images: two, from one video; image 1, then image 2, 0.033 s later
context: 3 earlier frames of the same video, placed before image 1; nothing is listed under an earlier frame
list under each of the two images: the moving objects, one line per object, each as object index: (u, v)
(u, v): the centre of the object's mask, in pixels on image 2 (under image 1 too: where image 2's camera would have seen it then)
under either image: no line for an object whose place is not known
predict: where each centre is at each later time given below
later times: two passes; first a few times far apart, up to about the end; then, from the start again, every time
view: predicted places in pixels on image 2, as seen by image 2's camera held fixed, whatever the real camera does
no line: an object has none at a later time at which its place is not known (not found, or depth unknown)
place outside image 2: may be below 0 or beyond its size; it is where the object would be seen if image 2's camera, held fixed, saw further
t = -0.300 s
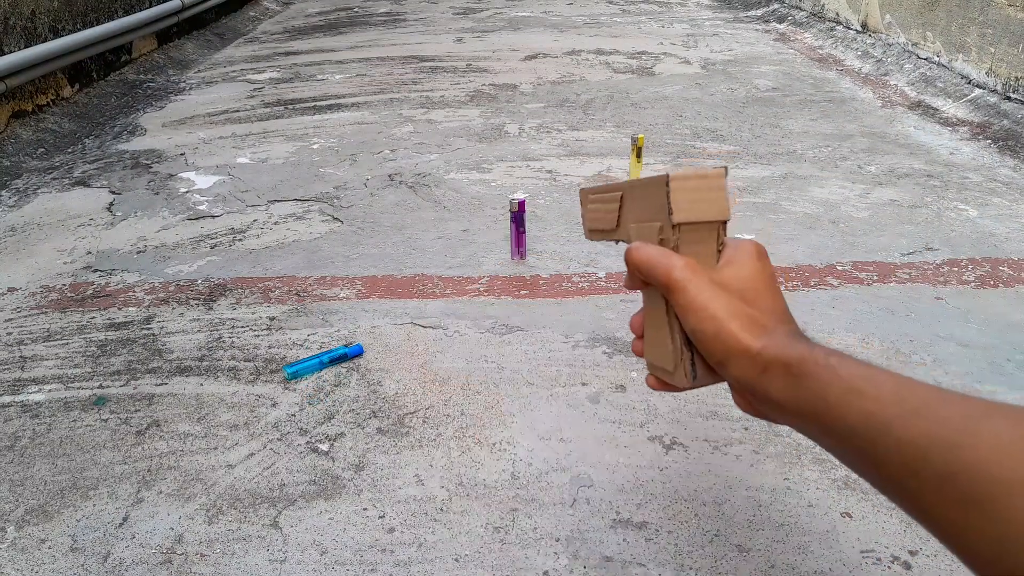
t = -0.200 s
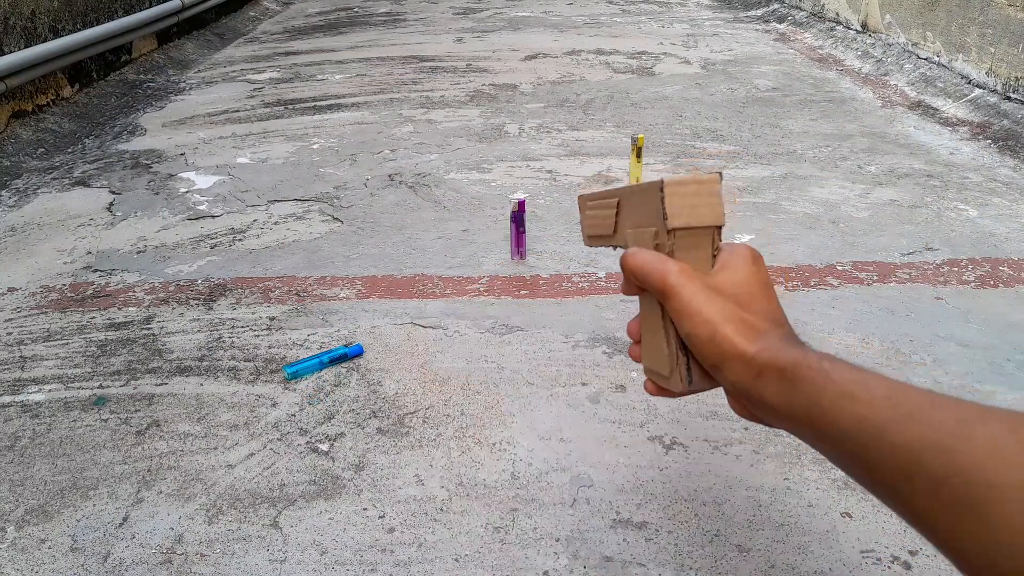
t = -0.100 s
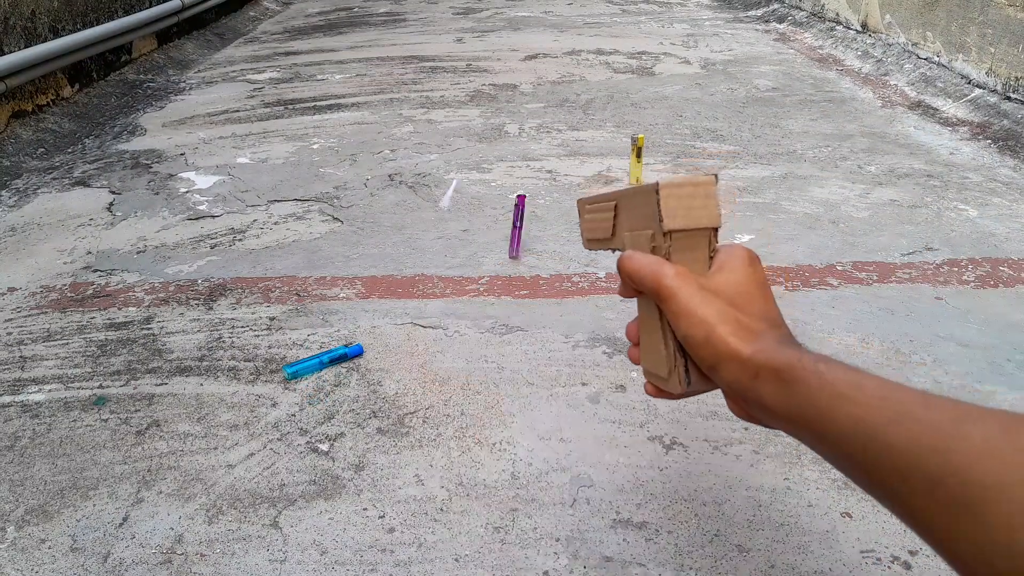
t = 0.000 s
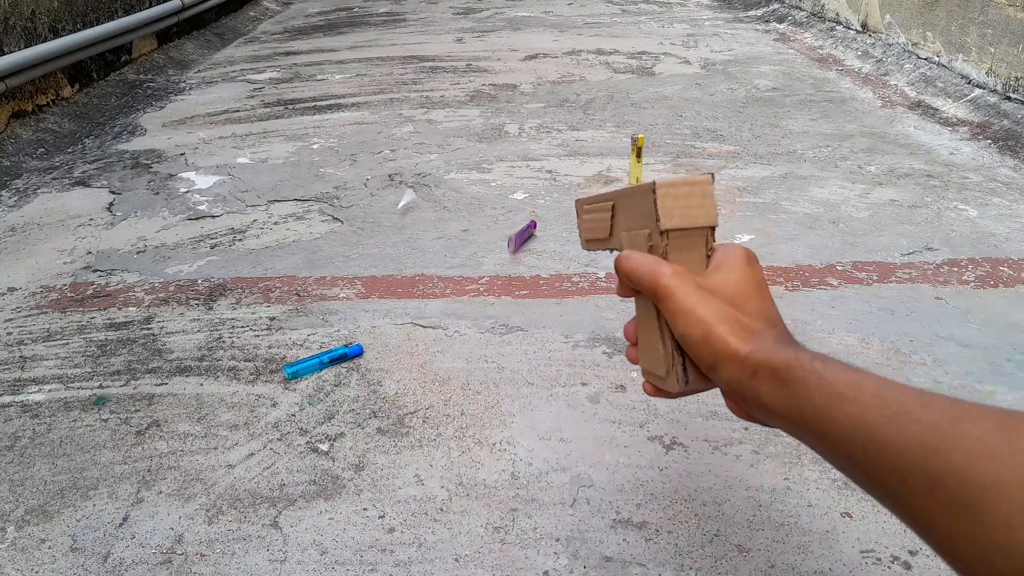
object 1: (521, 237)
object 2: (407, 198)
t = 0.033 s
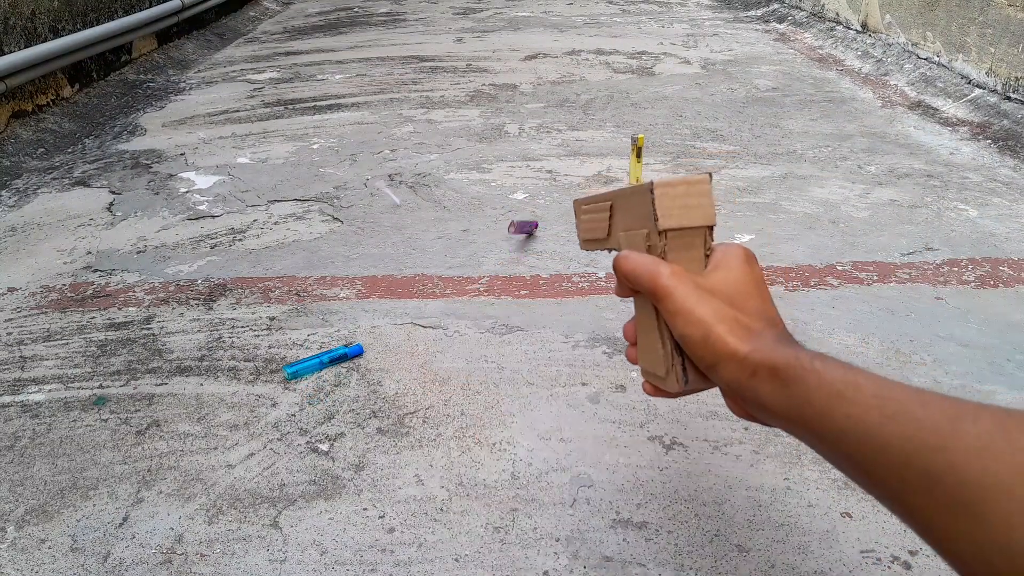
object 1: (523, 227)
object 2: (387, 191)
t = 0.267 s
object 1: (543, 242)
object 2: (354, 197)
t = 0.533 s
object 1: (566, 244)
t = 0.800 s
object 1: (559, 246)
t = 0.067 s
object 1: (524, 224)
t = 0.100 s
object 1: (525, 227)
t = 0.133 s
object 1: (525, 238)
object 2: (352, 185)
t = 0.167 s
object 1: (529, 238)
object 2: (342, 192)
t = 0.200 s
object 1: (533, 238)
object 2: (345, 192)
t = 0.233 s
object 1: (537, 239)
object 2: (347, 198)
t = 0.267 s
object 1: (543, 242)
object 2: (354, 197)
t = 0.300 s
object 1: (547, 241)
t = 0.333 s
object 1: (550, 241)
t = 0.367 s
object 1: (552, 241)
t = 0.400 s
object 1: (555, 242)
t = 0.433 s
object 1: (559, 244)
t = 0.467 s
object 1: (563, 245)
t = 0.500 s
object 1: (565, 244)
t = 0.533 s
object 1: (566, 244)
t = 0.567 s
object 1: (565, 244)
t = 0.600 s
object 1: (563, 245)
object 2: (430, 200)
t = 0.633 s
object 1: (560, 244)
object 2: (435, 200)
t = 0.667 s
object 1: (558, 244)
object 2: (440, 200)
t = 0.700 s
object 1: (559, 245)
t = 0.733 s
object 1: (561, 245)
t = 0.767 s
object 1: (561, 245)
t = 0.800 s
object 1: (559, 246)
